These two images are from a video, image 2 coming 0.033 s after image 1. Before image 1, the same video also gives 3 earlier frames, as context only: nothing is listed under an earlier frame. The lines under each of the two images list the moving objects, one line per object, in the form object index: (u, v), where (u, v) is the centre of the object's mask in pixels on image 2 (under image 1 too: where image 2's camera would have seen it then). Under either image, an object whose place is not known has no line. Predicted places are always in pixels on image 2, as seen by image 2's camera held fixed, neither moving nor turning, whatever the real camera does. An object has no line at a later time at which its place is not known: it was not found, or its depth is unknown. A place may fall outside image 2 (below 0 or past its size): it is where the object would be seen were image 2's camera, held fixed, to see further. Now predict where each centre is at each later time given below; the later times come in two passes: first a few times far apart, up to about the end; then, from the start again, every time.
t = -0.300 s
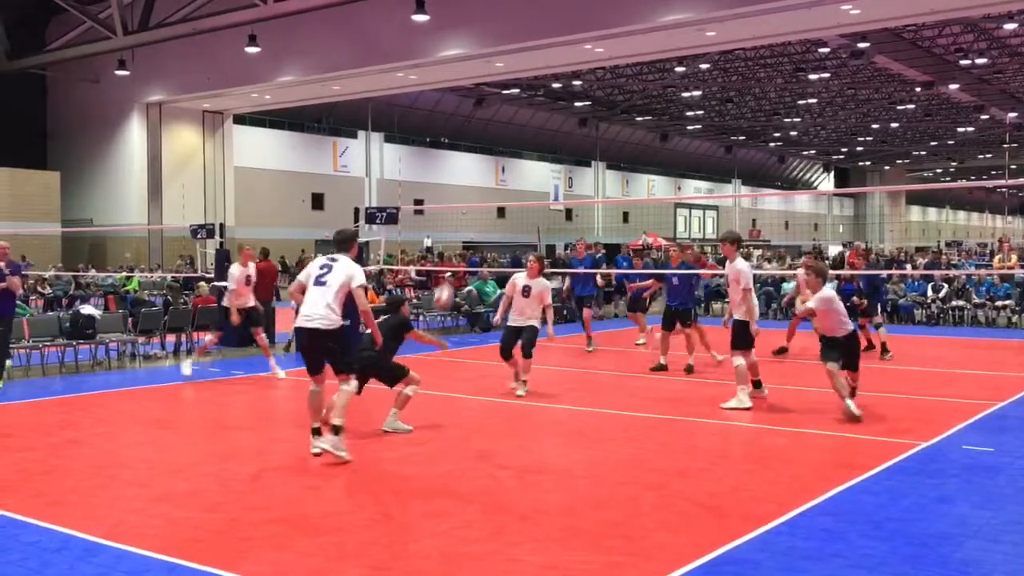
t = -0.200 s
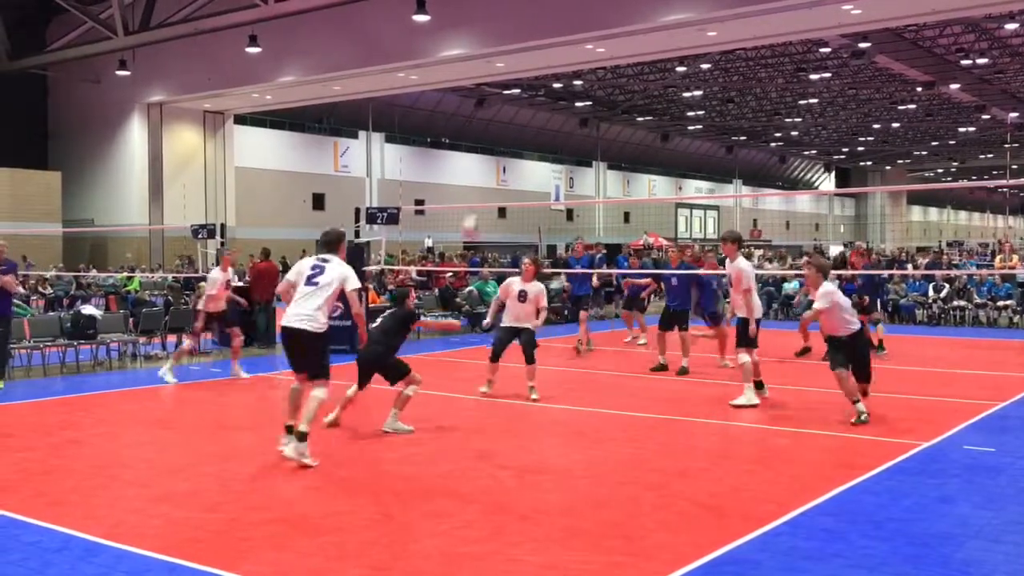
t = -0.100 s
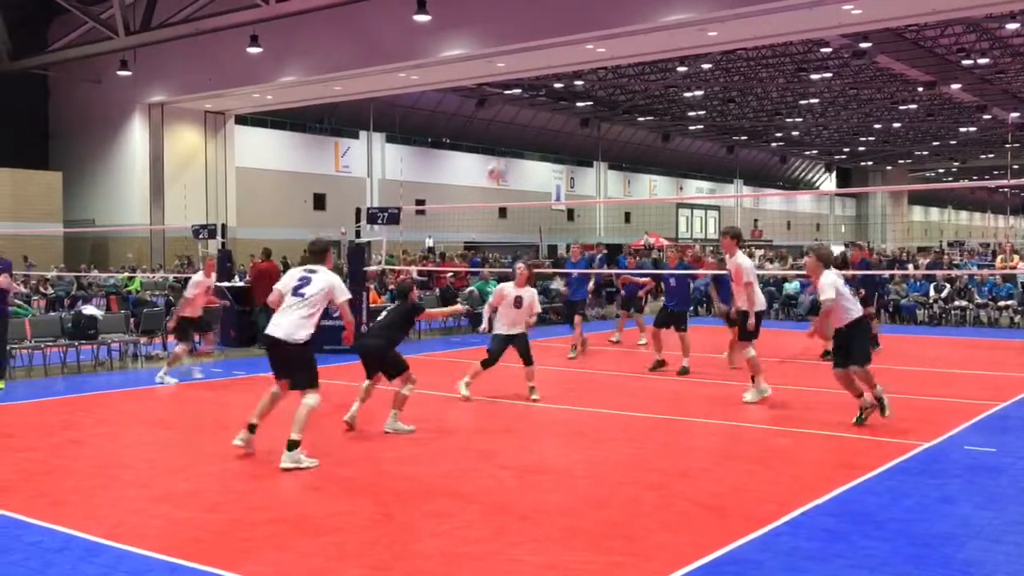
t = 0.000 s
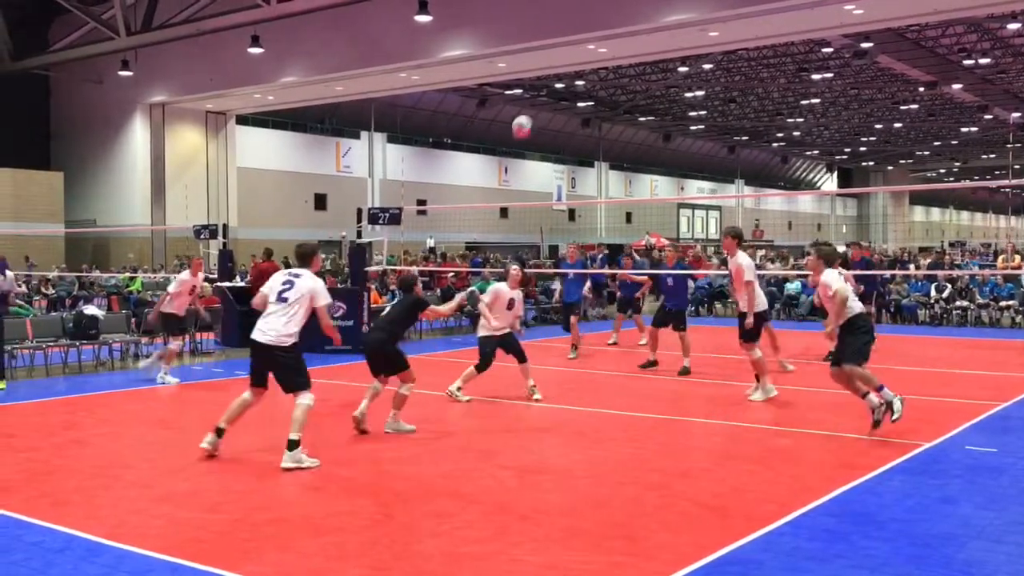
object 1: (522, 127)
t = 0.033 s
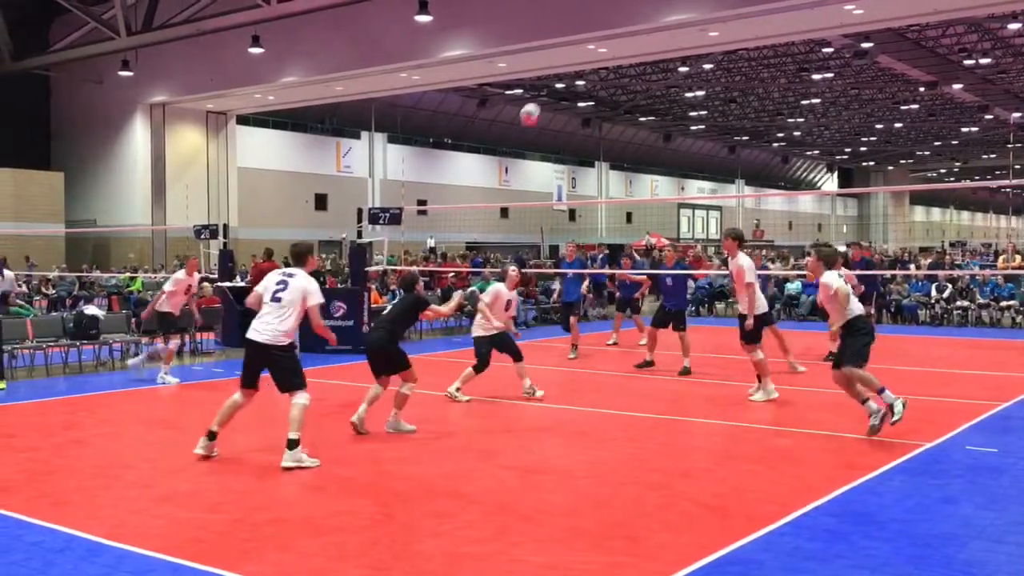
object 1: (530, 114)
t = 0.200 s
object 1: (567, 70)
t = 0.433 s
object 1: (614, 49)
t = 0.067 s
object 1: (538, 103)
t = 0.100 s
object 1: (546, 93)
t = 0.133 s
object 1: (552, 84)
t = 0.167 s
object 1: (560, 75)
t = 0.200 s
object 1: (567, 70)
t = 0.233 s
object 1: (574, 65)
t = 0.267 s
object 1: (581, 58)
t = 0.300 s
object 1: (589, 54)
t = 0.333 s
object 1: (596, 52)
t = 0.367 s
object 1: (601, 50)
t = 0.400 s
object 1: (608, 50)
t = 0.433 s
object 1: (614, 49)
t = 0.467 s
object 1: (622, 52)
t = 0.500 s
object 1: (627, 52)
